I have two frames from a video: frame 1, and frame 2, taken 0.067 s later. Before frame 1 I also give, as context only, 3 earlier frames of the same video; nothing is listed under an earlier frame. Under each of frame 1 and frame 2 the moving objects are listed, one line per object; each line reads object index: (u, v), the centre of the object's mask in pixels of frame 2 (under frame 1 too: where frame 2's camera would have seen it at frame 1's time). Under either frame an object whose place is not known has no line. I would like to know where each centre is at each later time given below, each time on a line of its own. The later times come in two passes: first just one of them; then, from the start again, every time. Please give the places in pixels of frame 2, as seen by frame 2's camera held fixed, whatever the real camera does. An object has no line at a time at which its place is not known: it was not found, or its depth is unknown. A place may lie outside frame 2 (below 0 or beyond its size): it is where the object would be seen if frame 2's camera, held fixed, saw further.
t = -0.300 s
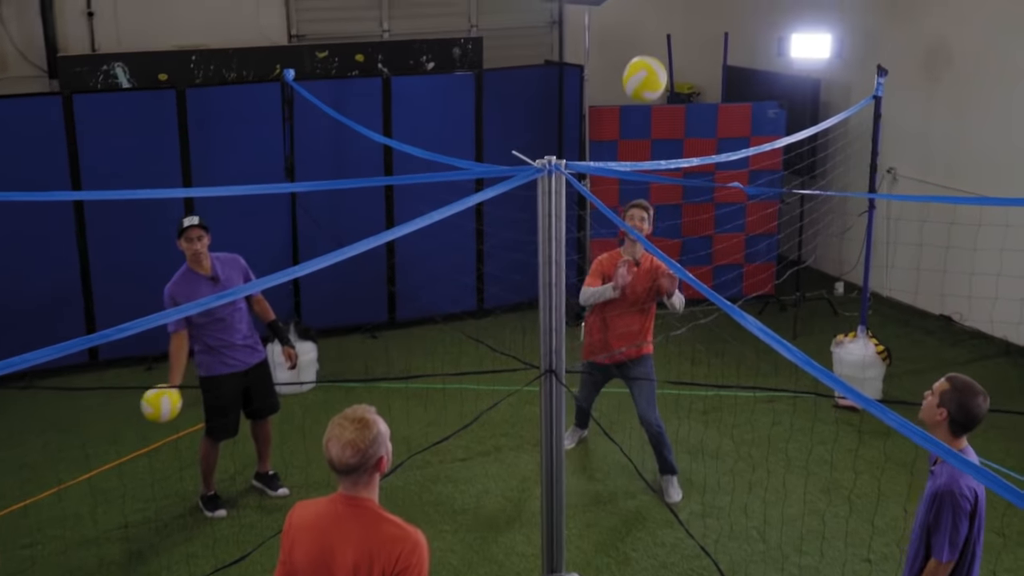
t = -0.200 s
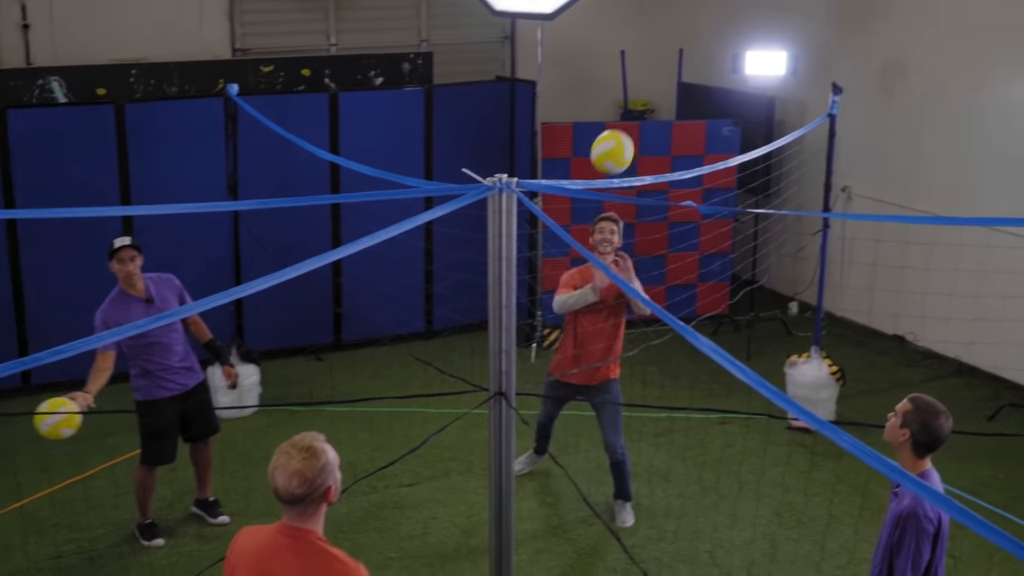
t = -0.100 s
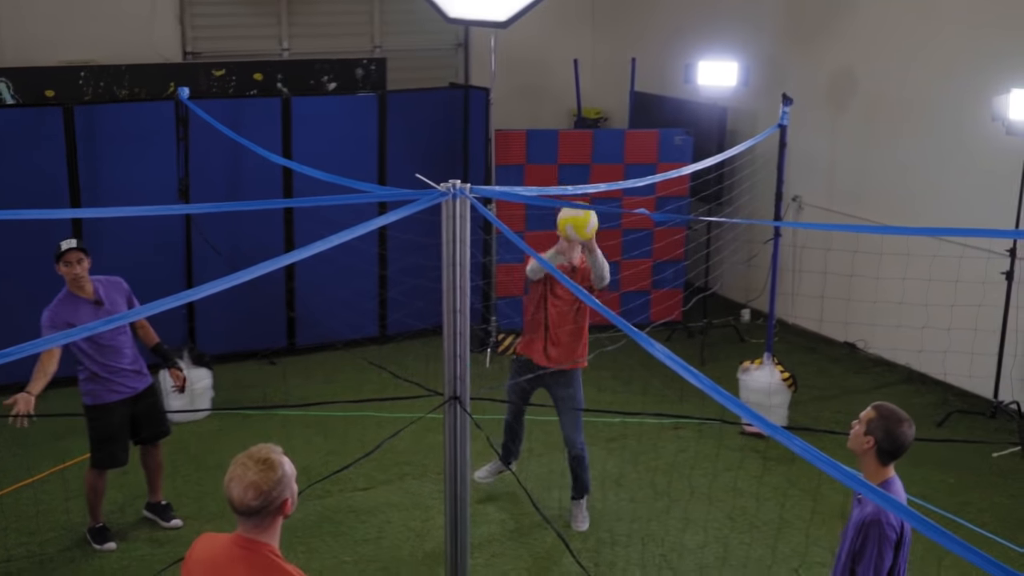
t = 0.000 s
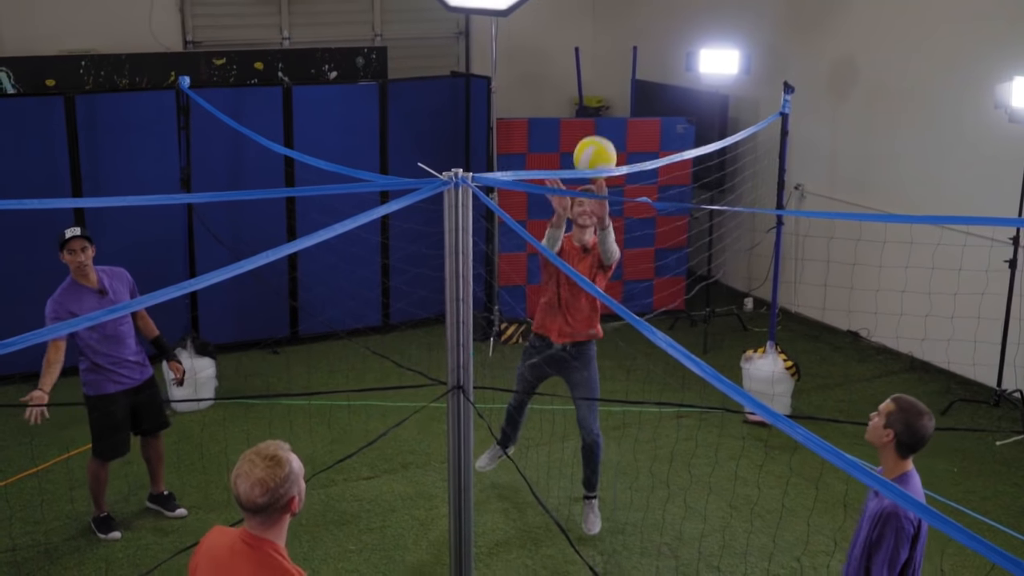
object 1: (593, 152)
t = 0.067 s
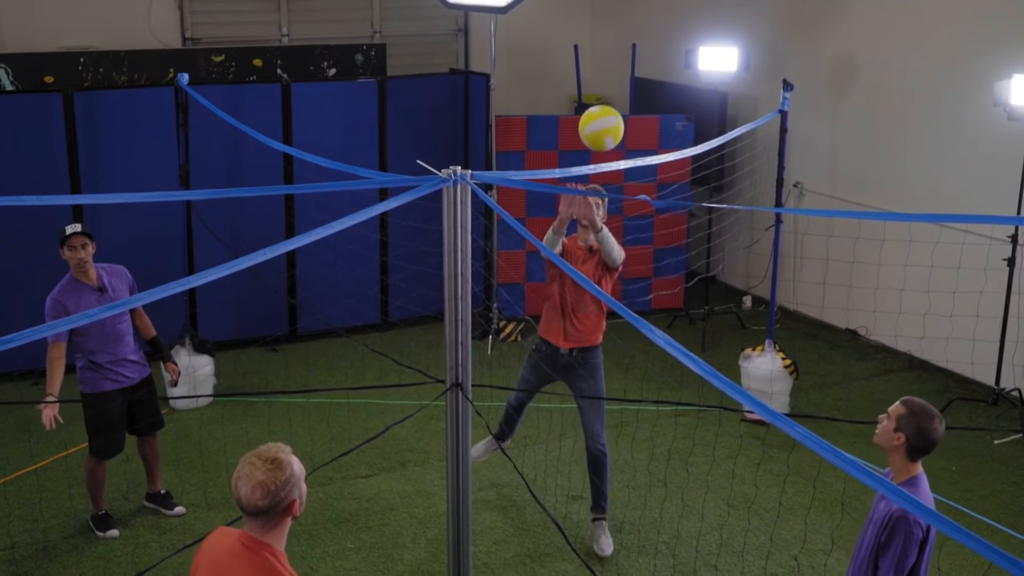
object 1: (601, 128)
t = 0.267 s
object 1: (628, 90)
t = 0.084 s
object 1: (603, 122)
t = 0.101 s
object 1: (605, 117)
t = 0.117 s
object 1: (606, 112)
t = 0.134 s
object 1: (608, 107)
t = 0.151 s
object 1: (610, 103)
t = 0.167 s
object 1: (613, 99)
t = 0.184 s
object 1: (615, 96)
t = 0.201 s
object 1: (617, 94)
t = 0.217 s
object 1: (619, 92)
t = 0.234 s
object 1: (622, 91)
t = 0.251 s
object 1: (625, 90)
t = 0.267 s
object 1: (628, 90)
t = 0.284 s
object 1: (630, 91)
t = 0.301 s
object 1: (633, 93)
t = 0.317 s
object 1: (636, 95)
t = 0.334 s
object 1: (639, 98)
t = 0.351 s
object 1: (643, 102)
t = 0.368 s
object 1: (647, 108)
